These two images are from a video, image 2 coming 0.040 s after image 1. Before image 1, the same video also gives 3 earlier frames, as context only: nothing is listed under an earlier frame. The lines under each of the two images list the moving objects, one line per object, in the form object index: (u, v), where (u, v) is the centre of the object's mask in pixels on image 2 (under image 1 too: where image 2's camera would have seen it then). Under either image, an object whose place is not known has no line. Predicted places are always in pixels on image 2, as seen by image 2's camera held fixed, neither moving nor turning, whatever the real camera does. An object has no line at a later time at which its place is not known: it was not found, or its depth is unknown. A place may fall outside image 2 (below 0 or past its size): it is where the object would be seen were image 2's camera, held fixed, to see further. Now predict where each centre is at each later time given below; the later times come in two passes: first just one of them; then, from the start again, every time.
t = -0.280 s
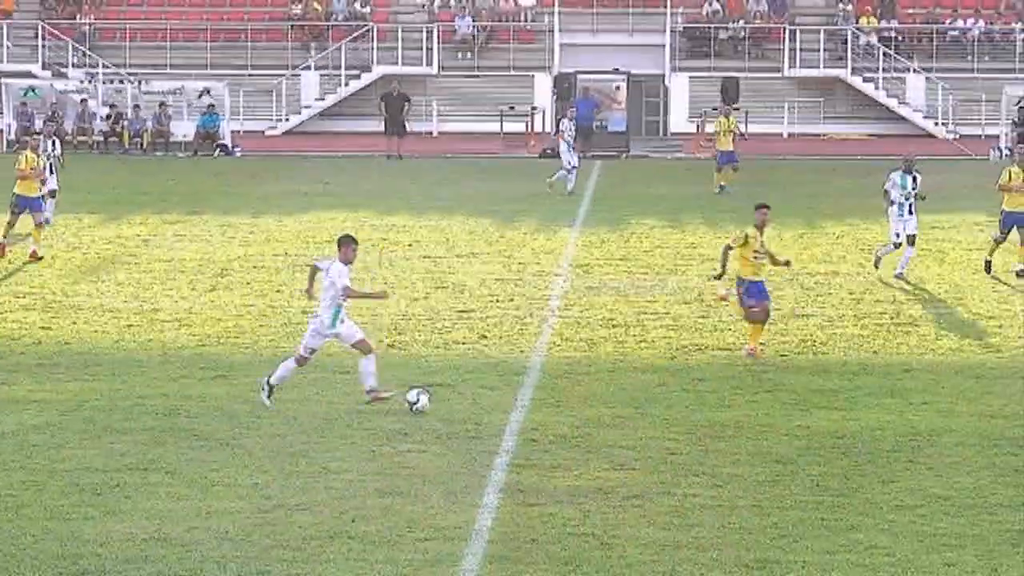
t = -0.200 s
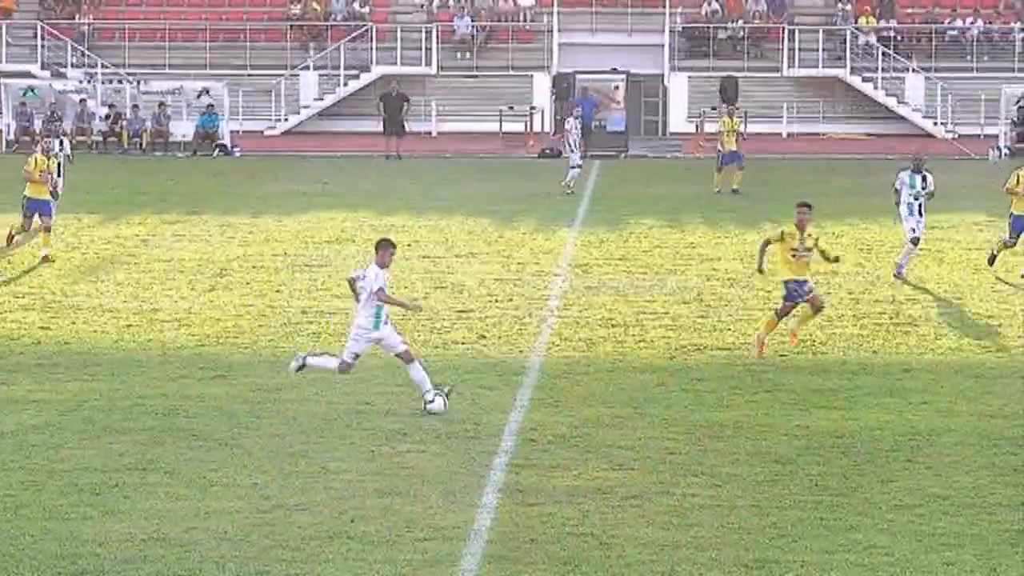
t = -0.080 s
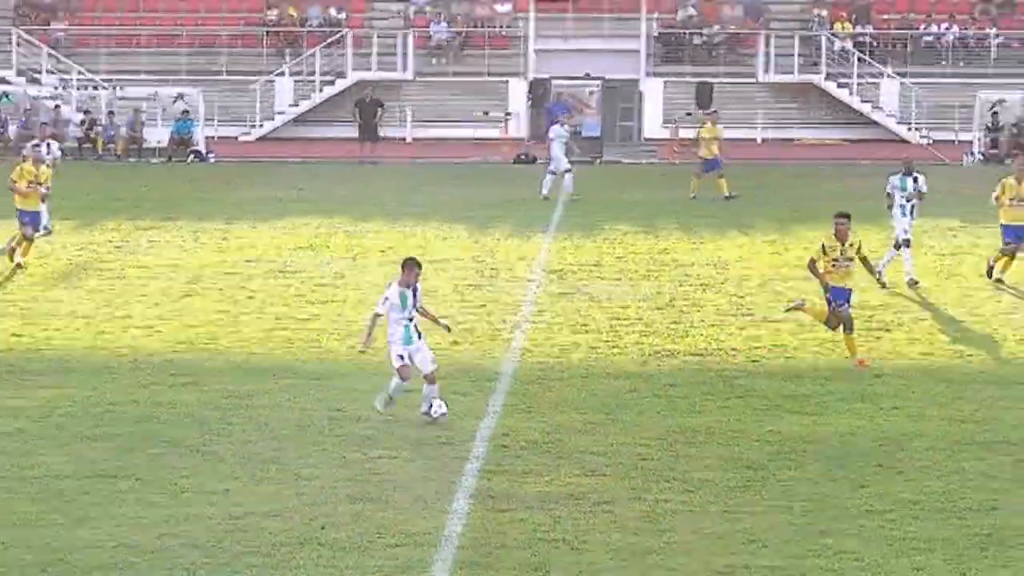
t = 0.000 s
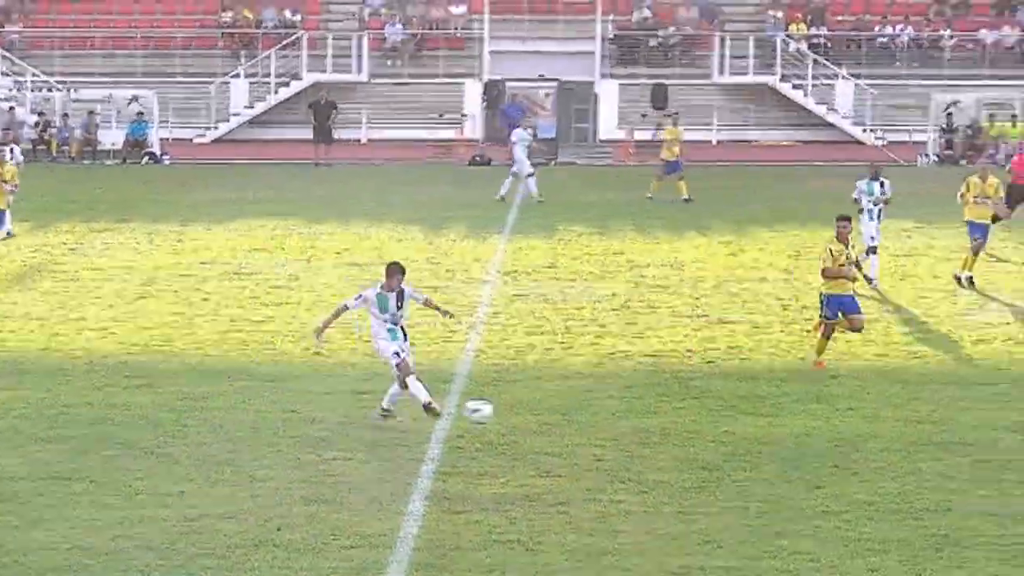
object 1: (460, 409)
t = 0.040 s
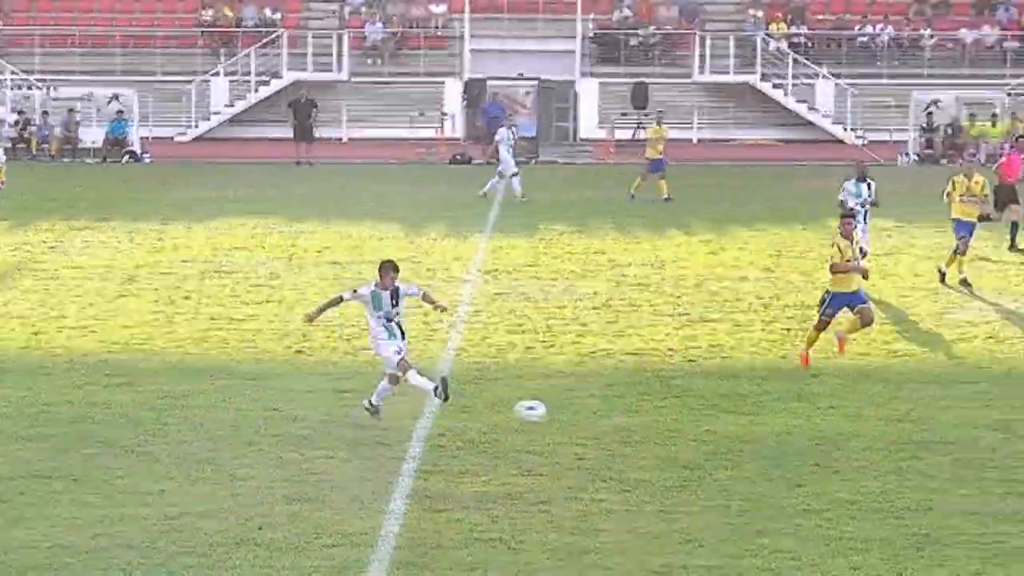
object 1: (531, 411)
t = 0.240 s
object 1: (910, 446)
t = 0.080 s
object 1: (603, 413)
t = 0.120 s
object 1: (676, 420)
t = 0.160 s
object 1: (752, 424)
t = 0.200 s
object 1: (830, 433)
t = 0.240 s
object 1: (910, 446)
